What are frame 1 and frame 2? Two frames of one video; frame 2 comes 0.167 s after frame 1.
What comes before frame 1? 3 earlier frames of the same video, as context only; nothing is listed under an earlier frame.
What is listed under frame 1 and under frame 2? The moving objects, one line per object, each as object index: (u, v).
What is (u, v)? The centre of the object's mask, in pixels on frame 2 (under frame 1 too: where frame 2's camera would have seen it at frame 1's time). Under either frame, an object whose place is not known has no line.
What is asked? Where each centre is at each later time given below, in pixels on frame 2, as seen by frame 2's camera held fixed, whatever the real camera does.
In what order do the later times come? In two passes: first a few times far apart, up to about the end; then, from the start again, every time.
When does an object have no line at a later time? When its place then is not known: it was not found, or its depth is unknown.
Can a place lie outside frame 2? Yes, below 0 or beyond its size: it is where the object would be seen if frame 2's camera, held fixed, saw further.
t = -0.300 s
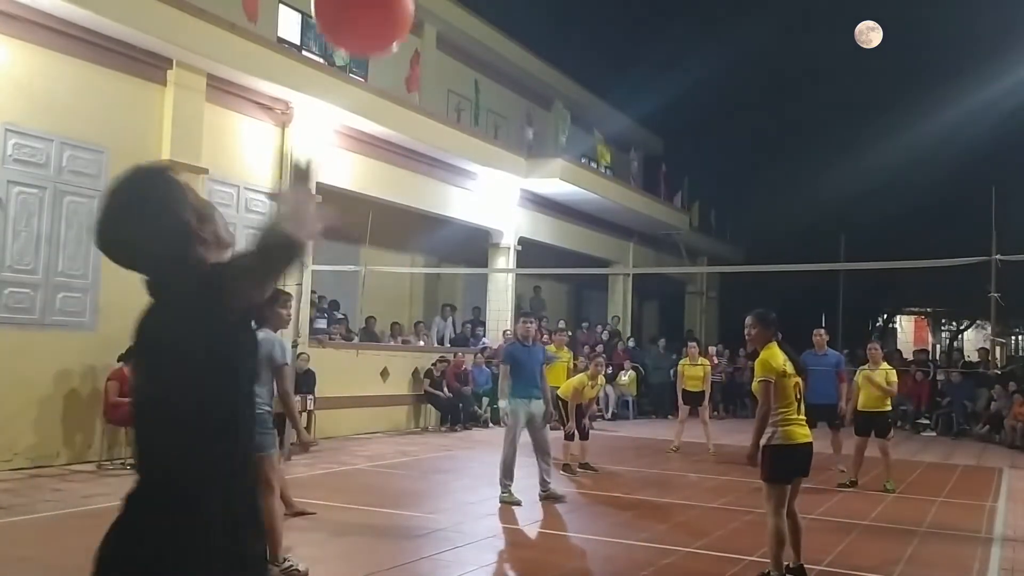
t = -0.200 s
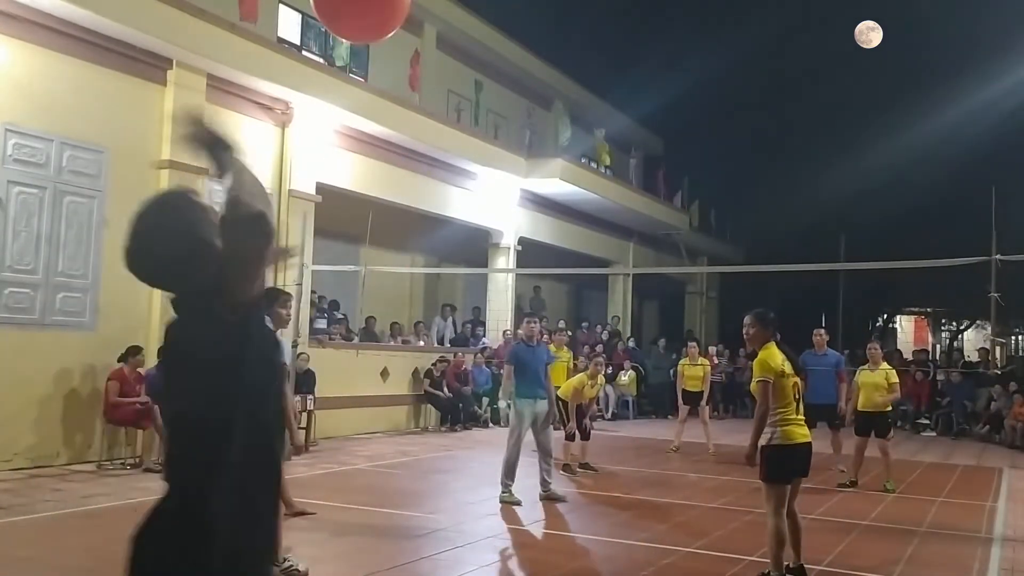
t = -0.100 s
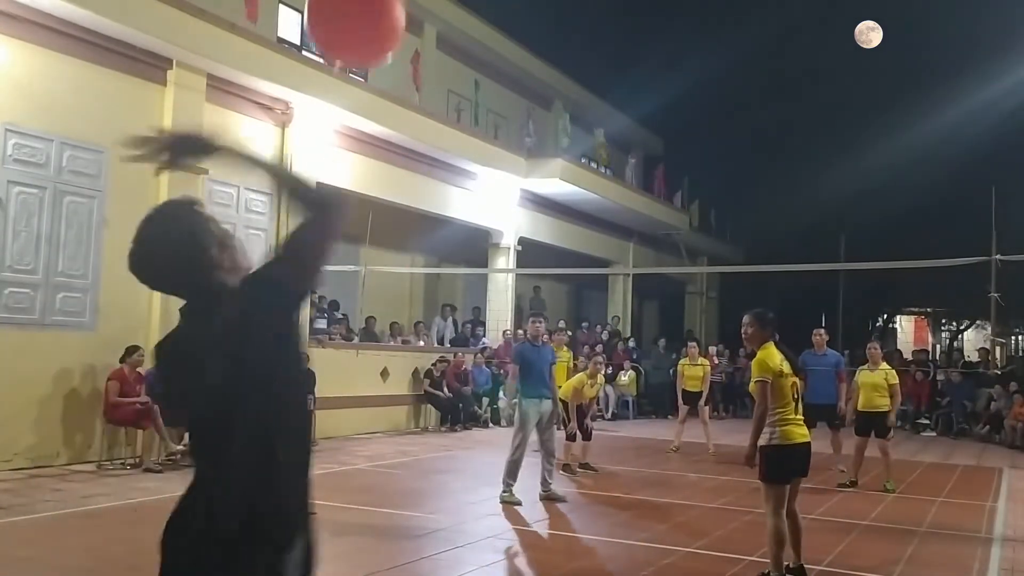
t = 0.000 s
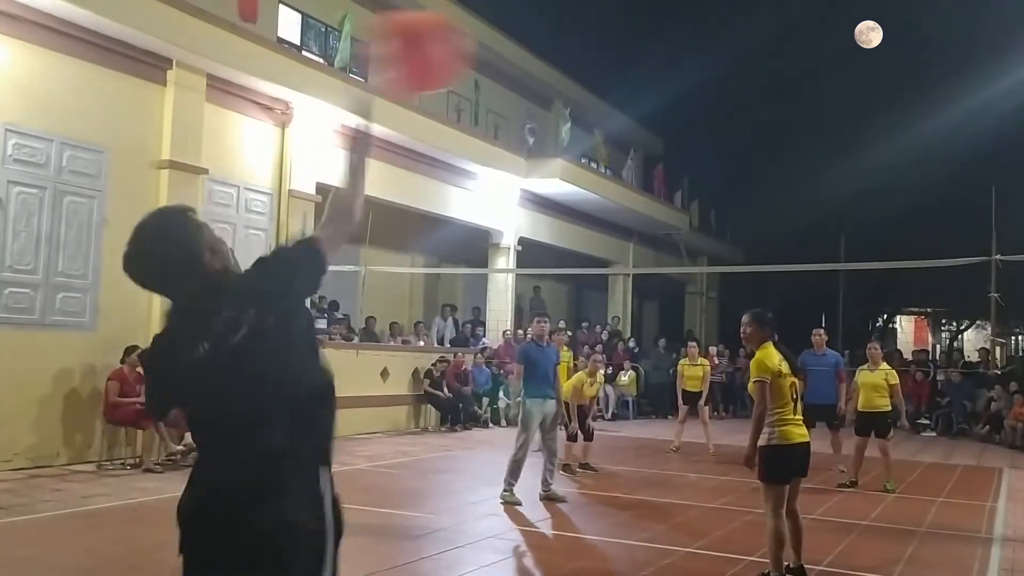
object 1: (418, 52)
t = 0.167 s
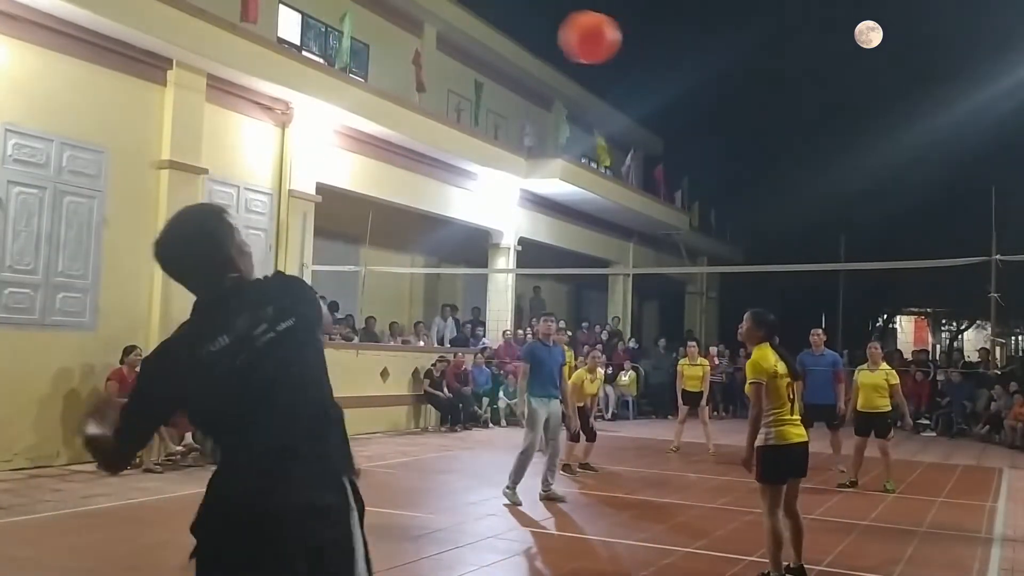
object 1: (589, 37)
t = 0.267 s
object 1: (640, 51)
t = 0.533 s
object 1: (708, 123)
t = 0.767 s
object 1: (727, 209)
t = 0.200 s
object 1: (608, 41)
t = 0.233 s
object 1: (625, 46)
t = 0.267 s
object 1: (640, 51)
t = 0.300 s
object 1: (652, 57)
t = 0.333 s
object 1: (663, 64)
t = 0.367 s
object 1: (674, 72)
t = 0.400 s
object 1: (683, 81)
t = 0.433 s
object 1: (691, 91)
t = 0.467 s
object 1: (698, 102)
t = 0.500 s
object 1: (704, 113)
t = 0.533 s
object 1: (708, 123)
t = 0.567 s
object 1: (712, 135)
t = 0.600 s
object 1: (716, 147)
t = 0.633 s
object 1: (719, 159)
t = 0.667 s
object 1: (721, 172)
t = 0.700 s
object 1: (723, 184)
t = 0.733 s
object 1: (725, 197)
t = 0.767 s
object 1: (727, 209)
